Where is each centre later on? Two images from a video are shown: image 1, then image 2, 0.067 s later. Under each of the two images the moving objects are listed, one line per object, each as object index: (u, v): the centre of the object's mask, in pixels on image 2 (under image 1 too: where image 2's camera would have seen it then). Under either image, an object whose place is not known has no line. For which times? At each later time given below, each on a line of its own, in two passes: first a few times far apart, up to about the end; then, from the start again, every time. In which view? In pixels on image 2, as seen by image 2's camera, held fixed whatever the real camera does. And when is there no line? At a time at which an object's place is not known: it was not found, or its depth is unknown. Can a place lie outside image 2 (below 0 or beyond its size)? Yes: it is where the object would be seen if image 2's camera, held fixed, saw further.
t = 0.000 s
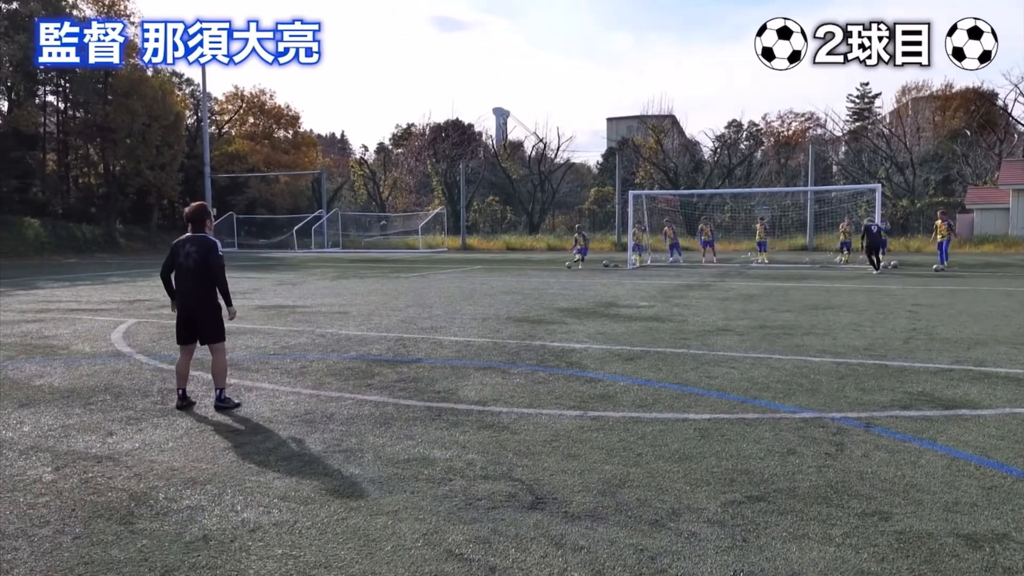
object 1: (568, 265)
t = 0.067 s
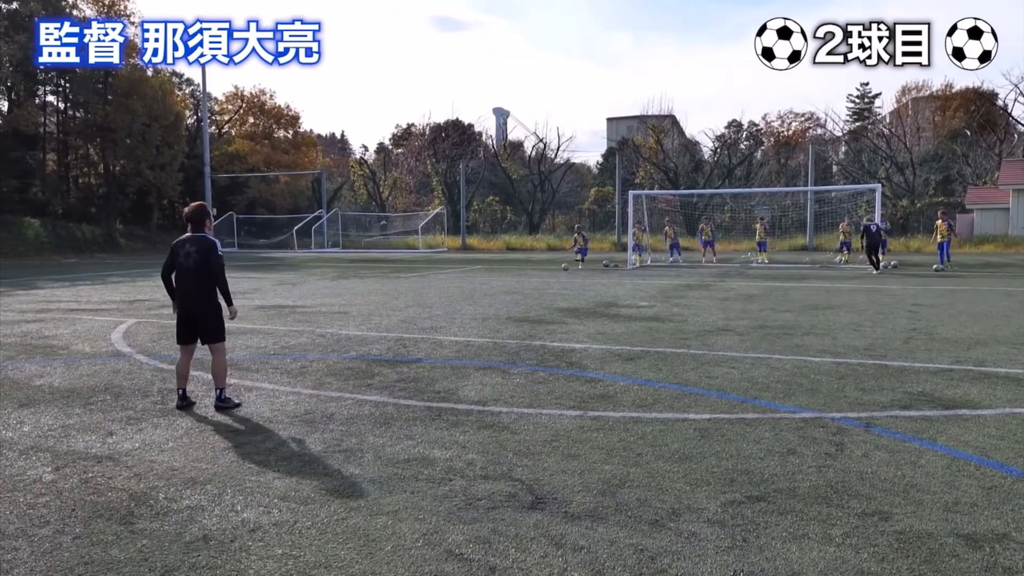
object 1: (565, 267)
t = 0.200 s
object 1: (557, 272)
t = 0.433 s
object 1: (544, 278)
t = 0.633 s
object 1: (532, 284)
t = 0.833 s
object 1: (520, 288)
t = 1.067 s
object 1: (508, 293)
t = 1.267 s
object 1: (497, 304)
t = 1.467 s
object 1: (485, 310)
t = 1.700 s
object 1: (469, 322)
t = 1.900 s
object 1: (453, 332)
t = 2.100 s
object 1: (435, 344)
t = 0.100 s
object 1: (563, 268)
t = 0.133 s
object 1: (561, 270)
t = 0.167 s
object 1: (559, 272)
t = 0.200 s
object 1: (557, 272)
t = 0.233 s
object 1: (556, 272)
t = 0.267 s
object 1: (553, 274)
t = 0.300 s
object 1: (551, 275)
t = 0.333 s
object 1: (549, 277)
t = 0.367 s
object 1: (547, 277)
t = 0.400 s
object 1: (546, 277)
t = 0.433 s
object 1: (544, 278)
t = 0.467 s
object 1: (541, 280)
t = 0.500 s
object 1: (540, 281)
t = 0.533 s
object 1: (538, 281)
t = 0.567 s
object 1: (536, 282)
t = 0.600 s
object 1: (534, 284)
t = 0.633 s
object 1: (532, 284)
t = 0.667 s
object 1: (530, 285)
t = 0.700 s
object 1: (528, 286)
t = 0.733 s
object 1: (526, 287)
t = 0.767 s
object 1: (524, 288)
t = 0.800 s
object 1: (522, 288)
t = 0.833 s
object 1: (520, 288)
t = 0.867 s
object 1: (519, 288)
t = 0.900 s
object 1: (517, 290)
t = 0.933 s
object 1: (515, 291)
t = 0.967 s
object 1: (513, 293)
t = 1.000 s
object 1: (511, 293)
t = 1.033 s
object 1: (510, 293)
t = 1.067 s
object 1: (508, 293)
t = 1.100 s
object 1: (507, 294)
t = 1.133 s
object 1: (505, 295)
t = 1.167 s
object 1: (503, 296)
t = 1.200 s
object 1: (501, 299)
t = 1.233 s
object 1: (499, 302)
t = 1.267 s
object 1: (497, 304)
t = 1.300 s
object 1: (495, 304)
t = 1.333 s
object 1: (493, 306)
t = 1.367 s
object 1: (491, 307)
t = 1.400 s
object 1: (489, 309)
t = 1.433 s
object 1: (487, 310)
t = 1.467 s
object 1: (485, 310)
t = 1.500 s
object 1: (483, 312)
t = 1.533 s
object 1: (481, 314)
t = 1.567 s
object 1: (478, 316)
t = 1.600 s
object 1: (476, 317)
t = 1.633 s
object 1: (474, 319)
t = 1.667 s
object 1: (471, 321)
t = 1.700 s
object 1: (469, 322)
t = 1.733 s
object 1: (467, 324)
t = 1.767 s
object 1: (464, 326)
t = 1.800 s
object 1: (462, 327)
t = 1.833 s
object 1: (459, 329)
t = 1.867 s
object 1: (456, 331)
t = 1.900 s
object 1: (453, 332)
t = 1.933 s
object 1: (451, 333)
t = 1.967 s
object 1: (448, 336)
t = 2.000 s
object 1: (445, 339)
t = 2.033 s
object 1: (442, 340)
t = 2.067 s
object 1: (439, 341)
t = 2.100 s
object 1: (435, 344)
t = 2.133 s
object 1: (432, 348)
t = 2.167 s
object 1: (428, 349)
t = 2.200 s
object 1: (425, 351)
